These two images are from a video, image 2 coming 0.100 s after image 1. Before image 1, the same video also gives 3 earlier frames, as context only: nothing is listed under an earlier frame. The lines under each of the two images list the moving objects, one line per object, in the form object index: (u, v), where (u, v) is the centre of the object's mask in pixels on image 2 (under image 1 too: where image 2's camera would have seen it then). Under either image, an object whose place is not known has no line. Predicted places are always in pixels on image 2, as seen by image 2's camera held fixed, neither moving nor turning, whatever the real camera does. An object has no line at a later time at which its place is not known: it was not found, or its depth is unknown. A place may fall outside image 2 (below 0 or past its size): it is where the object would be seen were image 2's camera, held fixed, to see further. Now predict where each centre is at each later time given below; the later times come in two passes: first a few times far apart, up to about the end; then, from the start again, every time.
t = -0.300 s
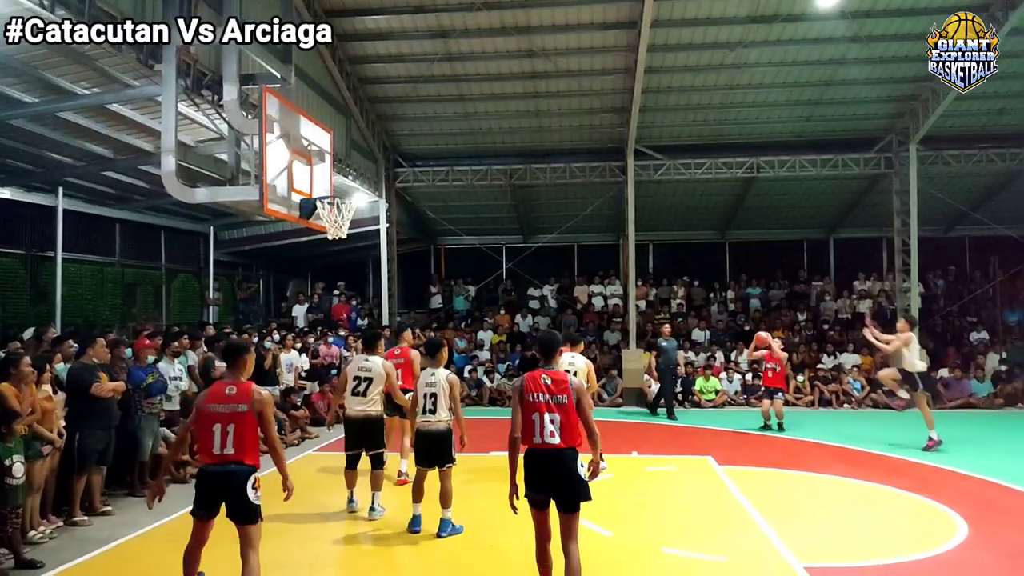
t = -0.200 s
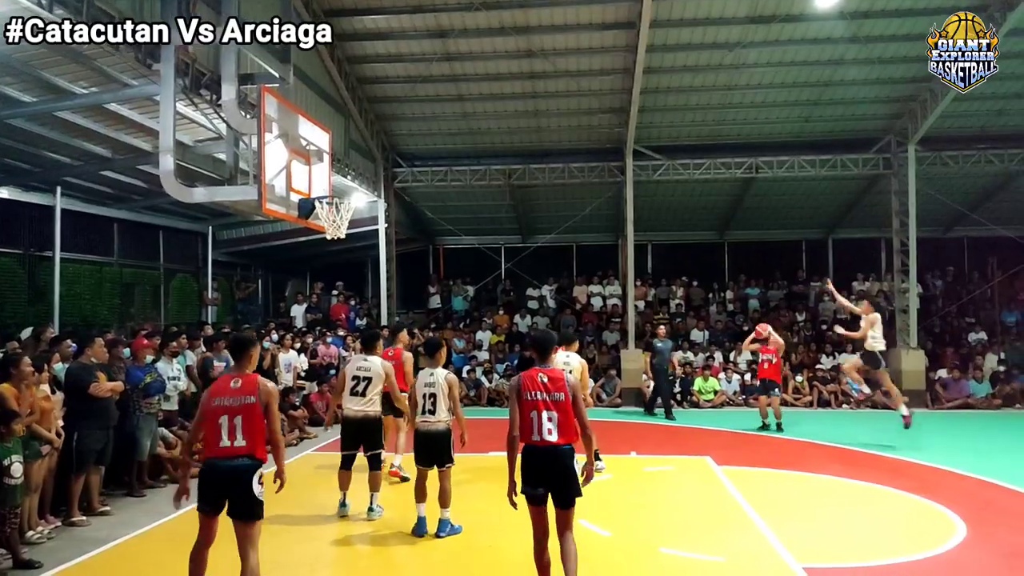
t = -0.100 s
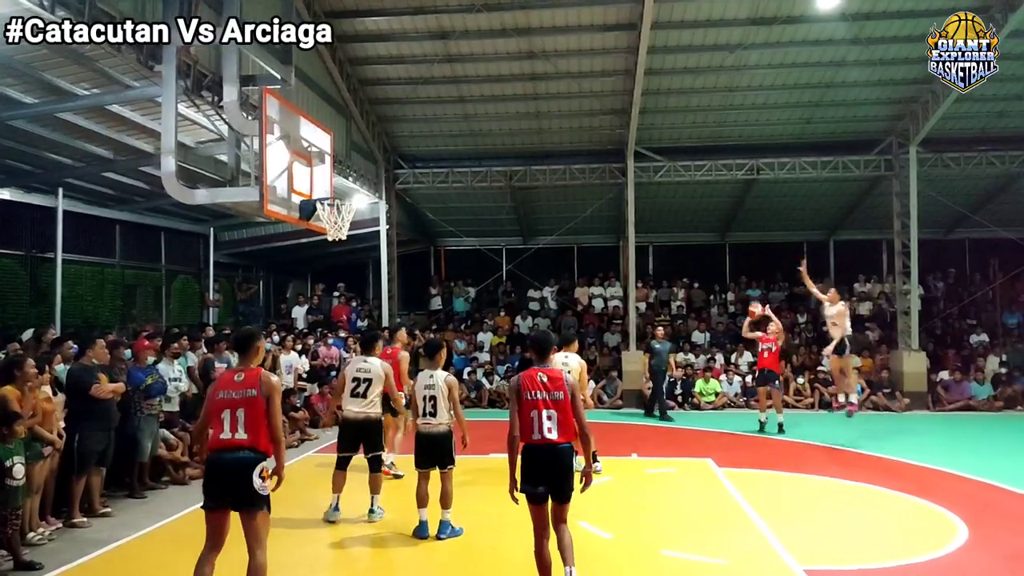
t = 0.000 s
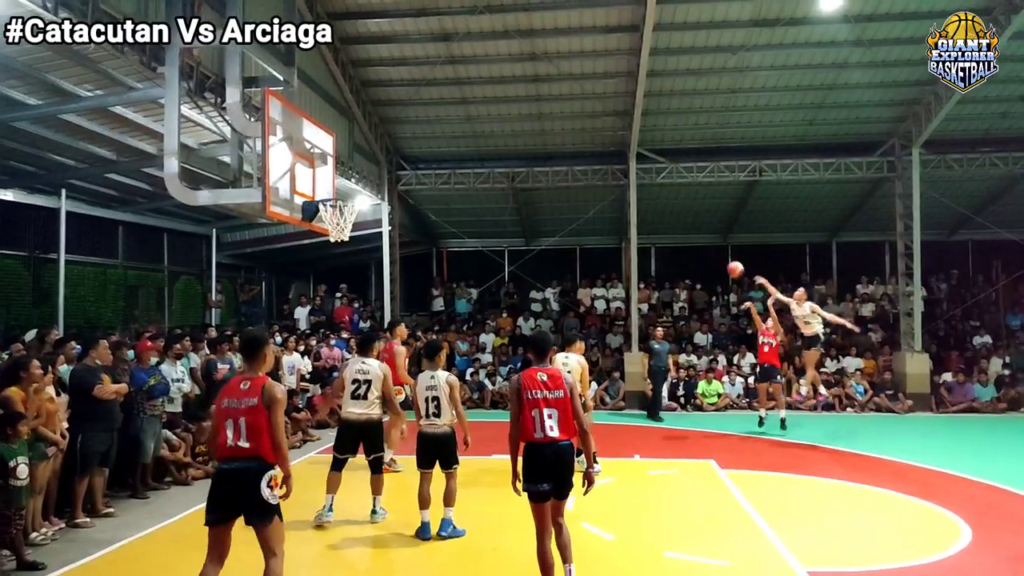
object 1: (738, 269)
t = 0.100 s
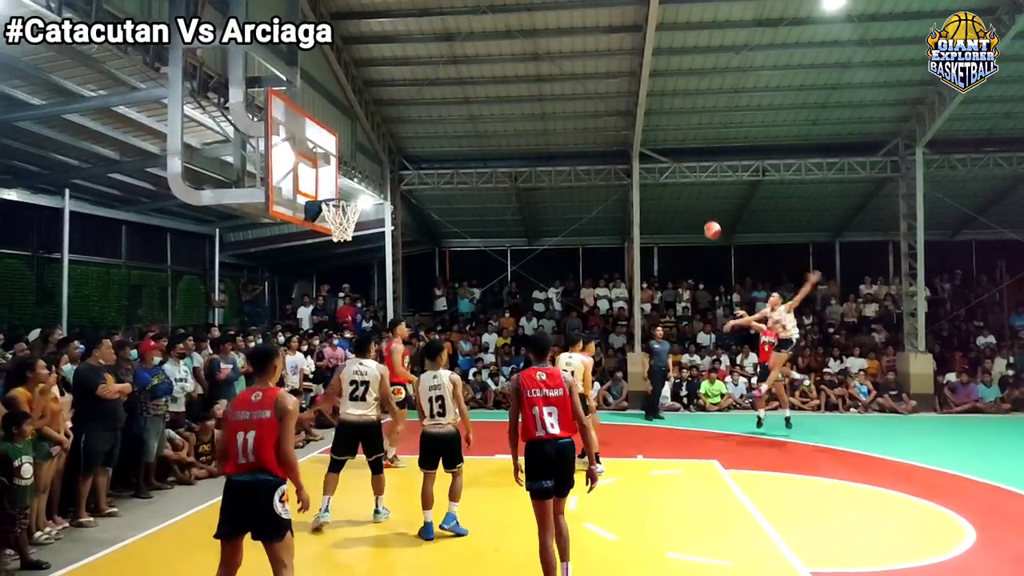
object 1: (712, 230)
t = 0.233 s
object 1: (676, 184)
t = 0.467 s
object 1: (608, 126)
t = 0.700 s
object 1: (531, 101)
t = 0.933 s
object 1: (445, 116)
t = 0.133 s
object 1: (704, 217)
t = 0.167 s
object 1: (694, 206)
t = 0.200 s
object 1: (685, 195)
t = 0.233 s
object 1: (676, 184)
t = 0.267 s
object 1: (667, 174)
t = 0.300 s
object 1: (657, 165)
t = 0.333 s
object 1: (648, 155)
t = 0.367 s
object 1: (638, 147)
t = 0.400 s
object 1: (628, 140)
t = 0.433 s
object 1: (618, 132)
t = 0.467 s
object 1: (608, 126)
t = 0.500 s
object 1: (597, 121)
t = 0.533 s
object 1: (586, 116)
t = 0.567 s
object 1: (576, 111)
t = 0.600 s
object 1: (565, 108)
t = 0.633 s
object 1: (554, 105)
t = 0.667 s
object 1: (542, 103)
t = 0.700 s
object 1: (531, 101)
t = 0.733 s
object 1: (520, 101)
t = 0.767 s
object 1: (507, 101)
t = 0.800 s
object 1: (495, 102)
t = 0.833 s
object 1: (483, 104)
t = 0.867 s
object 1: (470, 108)
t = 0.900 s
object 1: (458, 111)
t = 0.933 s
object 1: (445, 116)
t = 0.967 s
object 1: (431, 122)
